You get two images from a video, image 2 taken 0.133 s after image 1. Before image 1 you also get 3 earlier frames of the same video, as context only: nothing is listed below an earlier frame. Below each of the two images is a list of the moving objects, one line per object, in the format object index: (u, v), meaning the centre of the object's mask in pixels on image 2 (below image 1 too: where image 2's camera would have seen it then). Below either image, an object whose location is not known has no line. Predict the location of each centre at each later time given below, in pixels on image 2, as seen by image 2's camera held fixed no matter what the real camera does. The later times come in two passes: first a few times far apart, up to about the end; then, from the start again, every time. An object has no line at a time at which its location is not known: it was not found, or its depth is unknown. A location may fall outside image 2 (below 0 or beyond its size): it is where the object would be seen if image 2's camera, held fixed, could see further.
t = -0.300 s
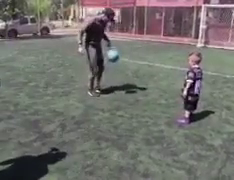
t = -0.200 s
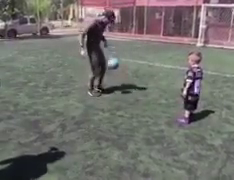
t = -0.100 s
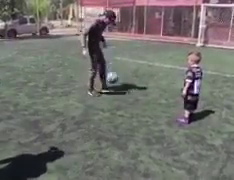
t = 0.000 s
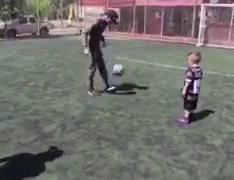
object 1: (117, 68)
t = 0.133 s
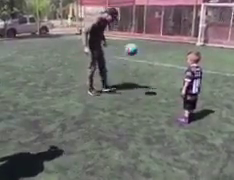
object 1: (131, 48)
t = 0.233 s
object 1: (139, 38)
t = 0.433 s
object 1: (162, 35)
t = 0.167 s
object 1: (134, 44)
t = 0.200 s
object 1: (138, 41)
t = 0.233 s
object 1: (139, 38)
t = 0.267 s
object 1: (144, 36)
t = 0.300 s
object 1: (148, 35)
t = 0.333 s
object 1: (151, 34)
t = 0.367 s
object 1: (155, 34)
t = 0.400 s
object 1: (158, 34)
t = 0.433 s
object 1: (162, 35)
